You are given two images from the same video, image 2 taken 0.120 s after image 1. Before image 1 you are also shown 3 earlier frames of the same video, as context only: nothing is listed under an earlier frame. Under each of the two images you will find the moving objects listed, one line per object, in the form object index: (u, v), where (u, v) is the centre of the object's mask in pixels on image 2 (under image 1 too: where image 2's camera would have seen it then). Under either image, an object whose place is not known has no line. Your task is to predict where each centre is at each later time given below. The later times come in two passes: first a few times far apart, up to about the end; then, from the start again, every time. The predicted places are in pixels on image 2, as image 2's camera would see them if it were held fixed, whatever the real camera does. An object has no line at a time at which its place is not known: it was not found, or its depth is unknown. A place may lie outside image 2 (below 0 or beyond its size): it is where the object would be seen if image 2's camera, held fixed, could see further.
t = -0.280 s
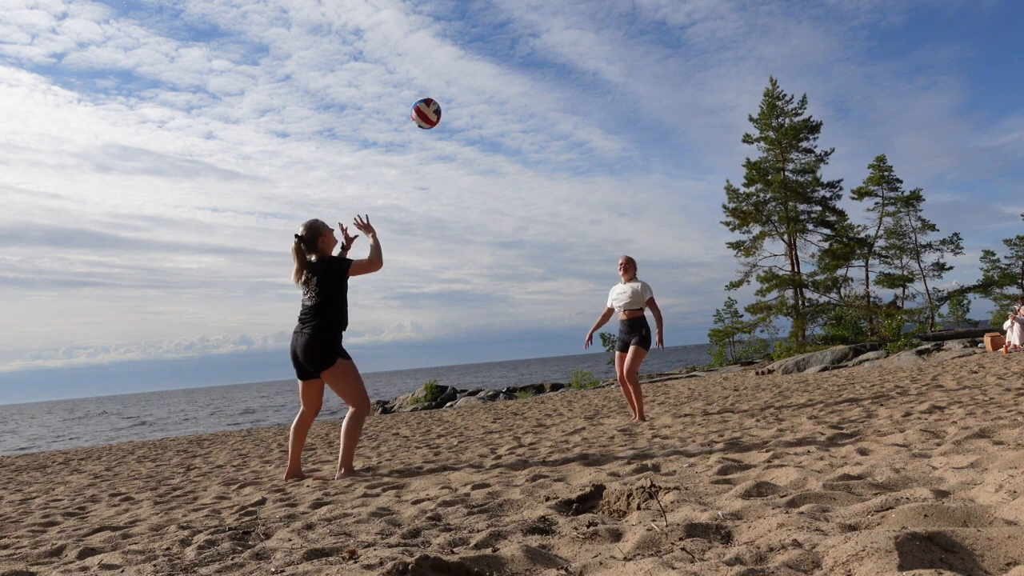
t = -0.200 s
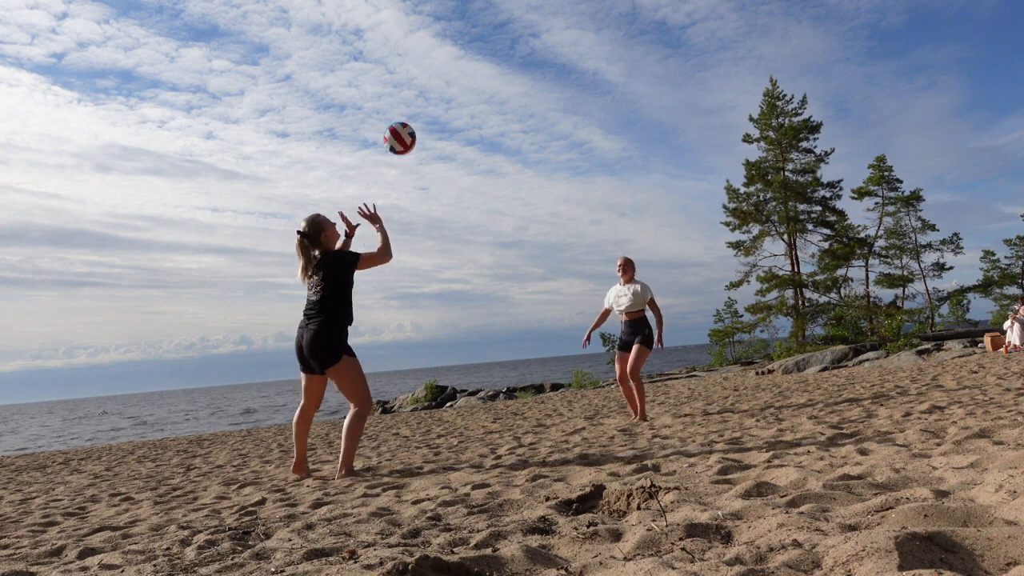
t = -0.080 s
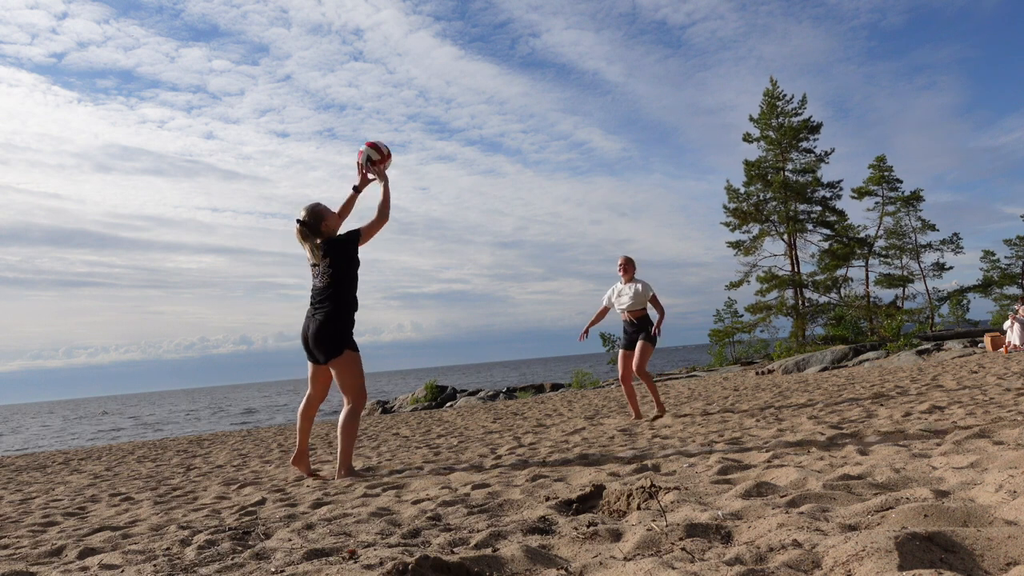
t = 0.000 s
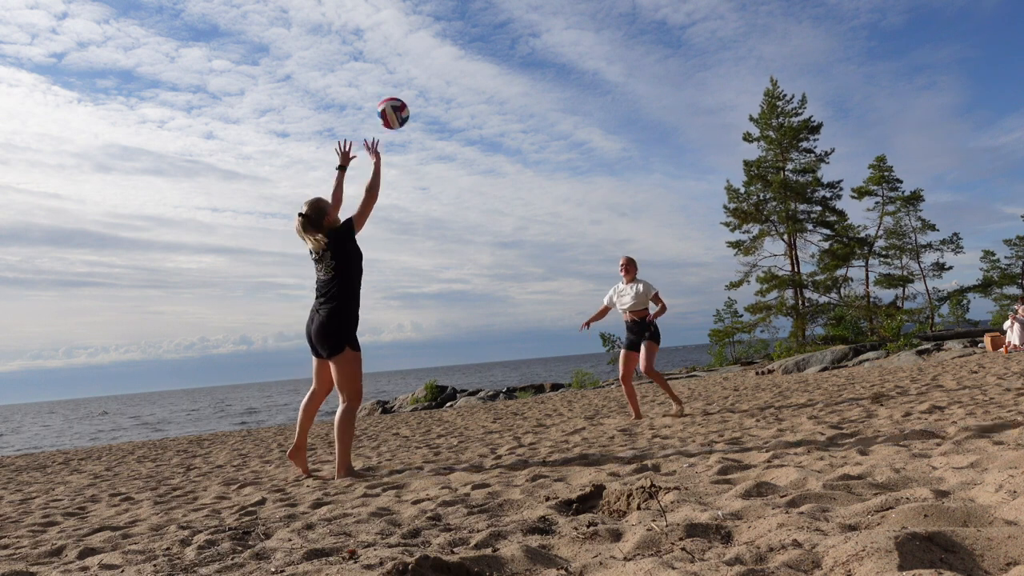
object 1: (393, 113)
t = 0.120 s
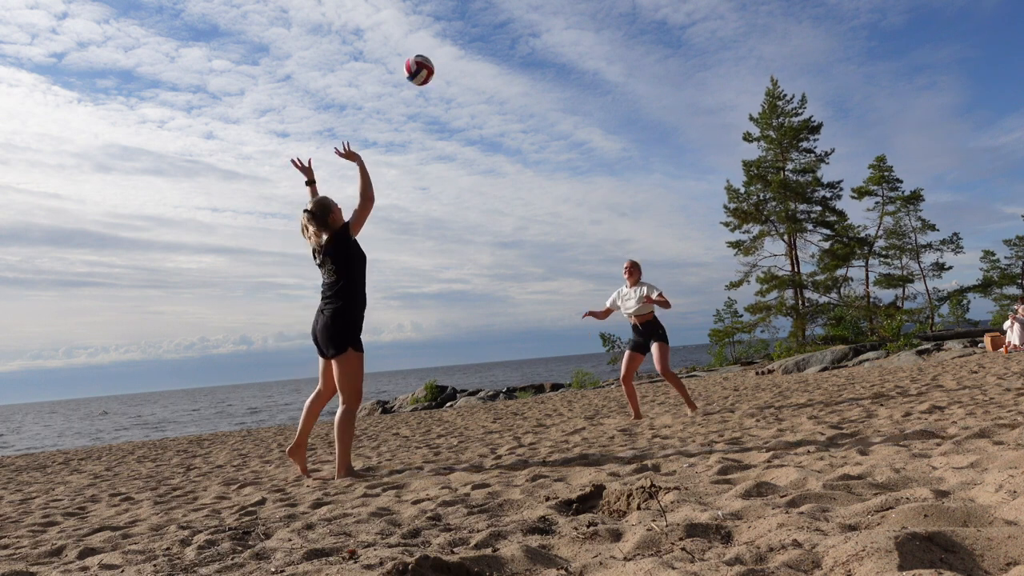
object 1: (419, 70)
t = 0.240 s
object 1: (444, 50)
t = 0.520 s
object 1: (500, 75)
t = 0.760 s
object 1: (546, 160)
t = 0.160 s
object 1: (427, 61)
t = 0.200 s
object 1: (436, 54)
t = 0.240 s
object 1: (444, 50)
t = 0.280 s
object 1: (452, 48)
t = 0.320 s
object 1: (460, 48)
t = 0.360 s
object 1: (468, 50)
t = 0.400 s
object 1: (476, 53)
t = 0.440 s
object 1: (484, 59)
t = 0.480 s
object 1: (492, 66)
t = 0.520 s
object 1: (500, 75)
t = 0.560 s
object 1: (508, 85)
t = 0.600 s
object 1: (515, 97)
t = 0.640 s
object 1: (523, 111)
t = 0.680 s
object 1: (530, 126)
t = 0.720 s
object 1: (538, 143)
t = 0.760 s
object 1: (546, 160)
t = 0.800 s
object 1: (554, 180)
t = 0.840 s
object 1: (562, 200)
